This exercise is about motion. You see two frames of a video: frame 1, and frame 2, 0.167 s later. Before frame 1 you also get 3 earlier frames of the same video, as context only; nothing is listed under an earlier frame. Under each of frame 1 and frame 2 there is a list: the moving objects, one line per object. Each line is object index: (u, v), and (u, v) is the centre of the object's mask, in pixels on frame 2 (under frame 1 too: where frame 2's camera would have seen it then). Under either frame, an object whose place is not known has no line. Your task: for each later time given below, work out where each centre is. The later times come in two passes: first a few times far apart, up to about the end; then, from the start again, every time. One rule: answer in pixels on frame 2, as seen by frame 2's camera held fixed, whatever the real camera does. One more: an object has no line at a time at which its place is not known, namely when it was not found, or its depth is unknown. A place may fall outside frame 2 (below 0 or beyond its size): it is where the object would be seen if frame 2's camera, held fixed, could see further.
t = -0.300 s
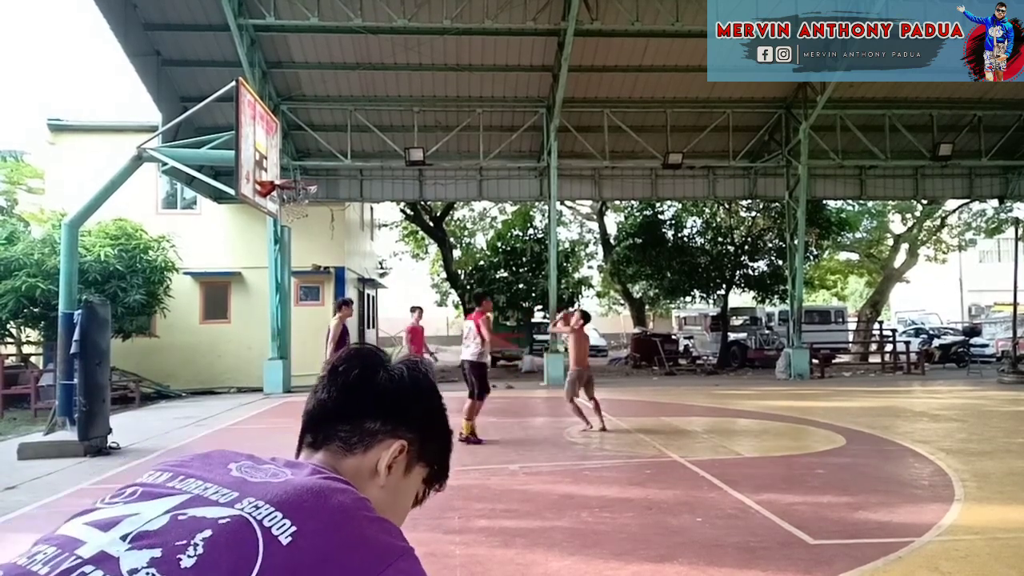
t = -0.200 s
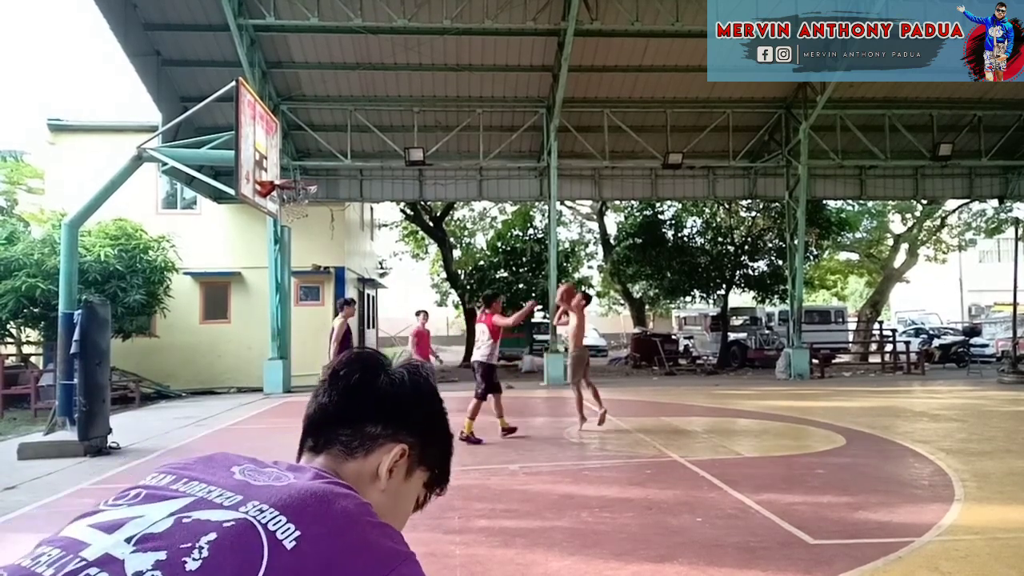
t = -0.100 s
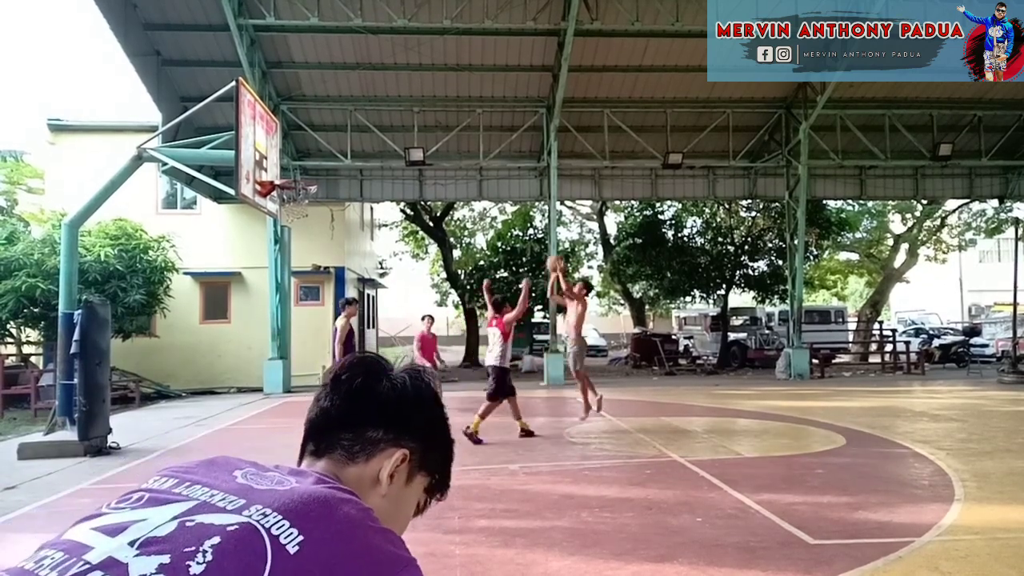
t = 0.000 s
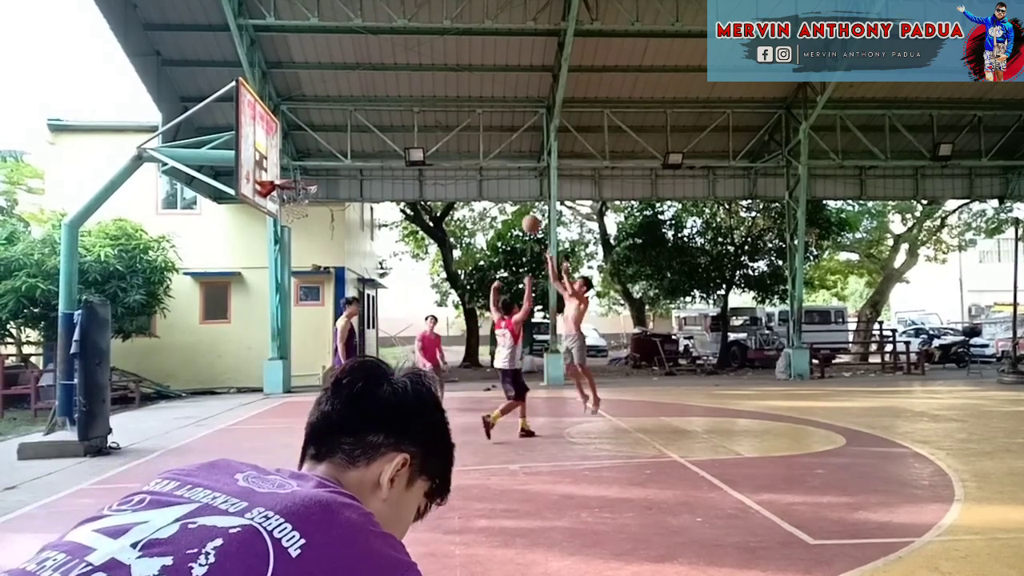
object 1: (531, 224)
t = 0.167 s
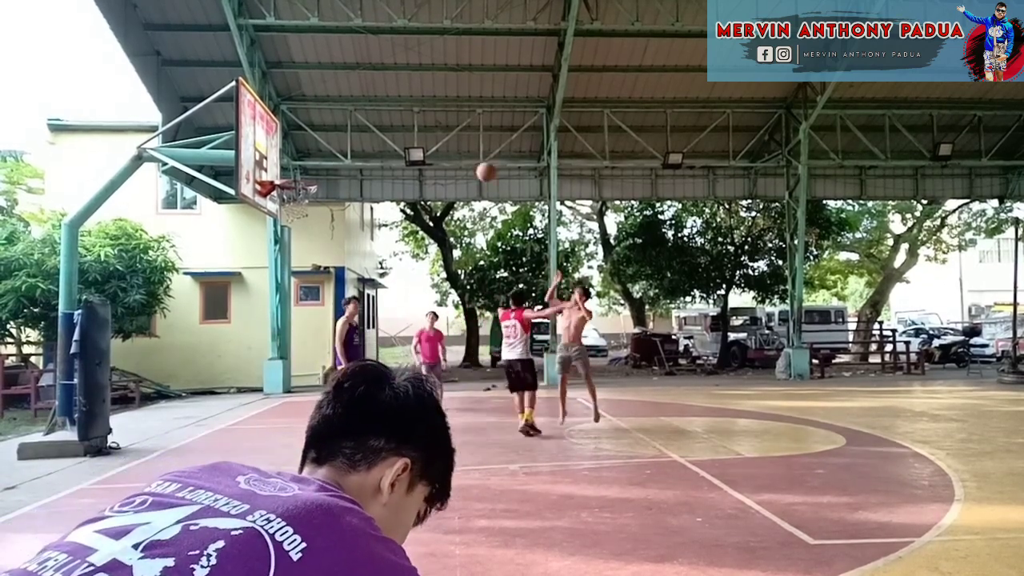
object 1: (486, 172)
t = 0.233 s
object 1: (468, 157)
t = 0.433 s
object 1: (410, 133)
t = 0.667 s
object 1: (346, 146)
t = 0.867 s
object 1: (286, 197)
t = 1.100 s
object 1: (282, 199)
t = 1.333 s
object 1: (301, 218)
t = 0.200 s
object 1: (476, 164)
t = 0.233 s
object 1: (468, 157)
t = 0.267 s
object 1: (458, 151)
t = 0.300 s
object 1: (450, 146)
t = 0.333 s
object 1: (439, 141)
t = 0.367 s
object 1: (431, 137)
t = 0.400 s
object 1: (420, 135)
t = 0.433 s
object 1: (410, 133)
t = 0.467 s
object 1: (402, 132)
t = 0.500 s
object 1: (393, 132)
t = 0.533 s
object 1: (384, 133)
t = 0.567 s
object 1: (374, 136)
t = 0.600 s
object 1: (365, 138)
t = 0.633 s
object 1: (356, 141)
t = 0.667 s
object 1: (346, 146)
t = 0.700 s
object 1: (336, 152)
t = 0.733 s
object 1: (326, 158)
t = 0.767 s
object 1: (316, 167)
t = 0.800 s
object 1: (307, 175)
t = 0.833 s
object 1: (300, 186)
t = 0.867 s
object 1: (286, 197)
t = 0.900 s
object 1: (279, 202)
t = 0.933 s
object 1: (278, 201)
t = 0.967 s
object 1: (278, 198)
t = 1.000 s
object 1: (279, 196)
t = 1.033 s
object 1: (280, 197)
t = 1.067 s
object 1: (281, 198)
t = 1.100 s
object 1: (282, 199)
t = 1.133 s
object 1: (284, 202)
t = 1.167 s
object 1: (286, 207)
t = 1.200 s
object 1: (289, 208)
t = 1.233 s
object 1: (292, 210)
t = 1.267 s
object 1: (294, 212)
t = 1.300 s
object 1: (298, 214)
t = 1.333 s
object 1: (301, 218)
